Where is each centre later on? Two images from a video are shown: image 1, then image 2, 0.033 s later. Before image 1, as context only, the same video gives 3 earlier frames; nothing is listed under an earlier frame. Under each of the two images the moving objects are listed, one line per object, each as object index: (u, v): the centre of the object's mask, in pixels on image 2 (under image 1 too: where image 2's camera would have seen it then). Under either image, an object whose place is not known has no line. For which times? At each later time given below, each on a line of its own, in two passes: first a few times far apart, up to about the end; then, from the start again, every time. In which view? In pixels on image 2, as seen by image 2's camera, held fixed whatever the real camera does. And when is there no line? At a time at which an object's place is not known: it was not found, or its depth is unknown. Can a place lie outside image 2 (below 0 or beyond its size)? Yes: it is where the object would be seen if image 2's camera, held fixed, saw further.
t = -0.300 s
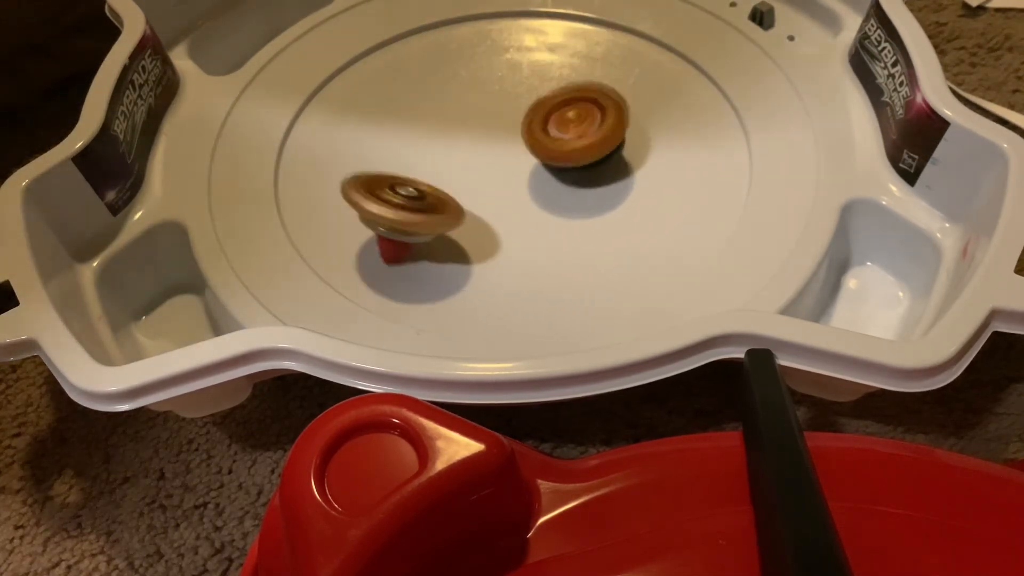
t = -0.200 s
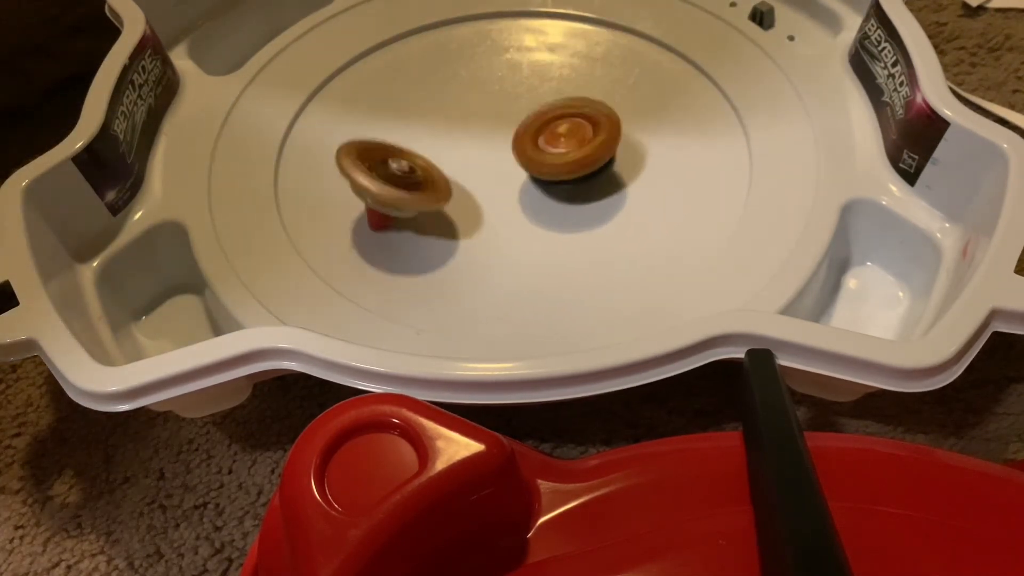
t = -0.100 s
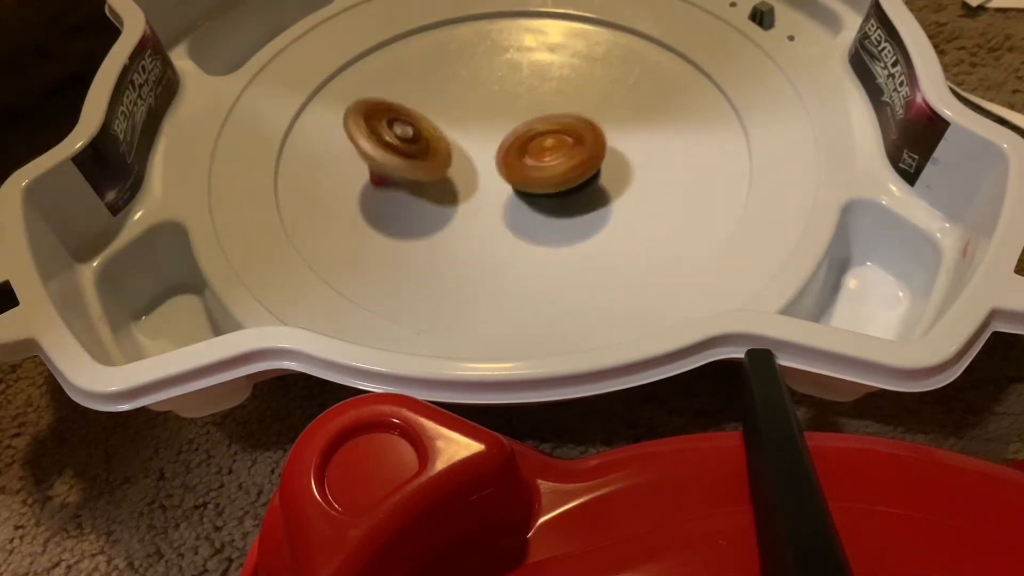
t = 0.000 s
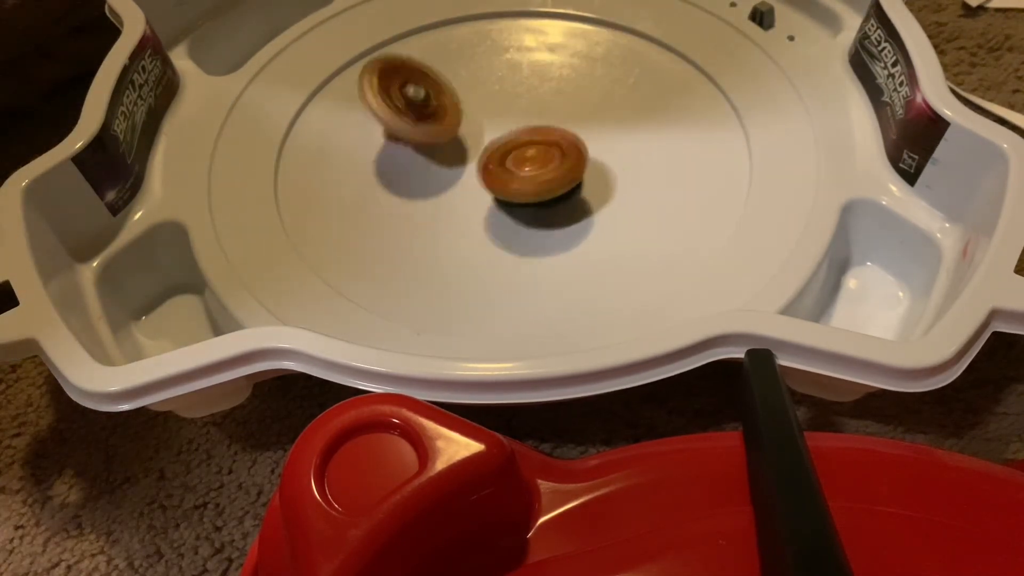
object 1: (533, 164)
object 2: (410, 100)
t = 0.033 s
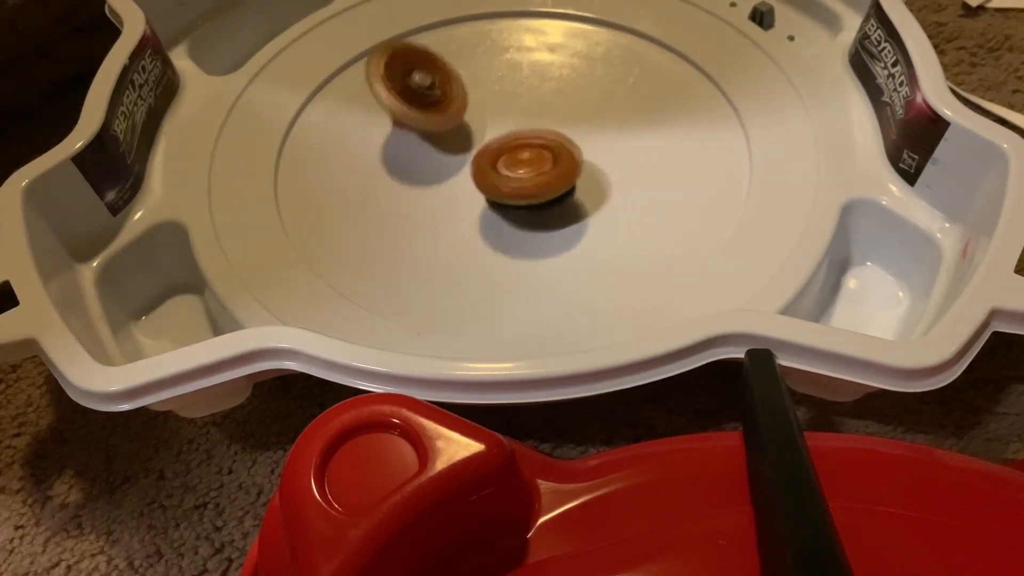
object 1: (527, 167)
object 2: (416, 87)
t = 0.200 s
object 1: (489, 174)
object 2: (459, 38)
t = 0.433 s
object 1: (449, 162)
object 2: (541, 28)
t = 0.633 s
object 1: (446, 140)
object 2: (613, 40)
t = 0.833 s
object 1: (469, 118)
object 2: (648, 95)
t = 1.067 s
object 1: (515, 102)
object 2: (608, 188)
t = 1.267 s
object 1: (556, 102)
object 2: (506, 234)
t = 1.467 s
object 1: (576, 116)
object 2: (410, 214)
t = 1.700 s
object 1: (566, 143)
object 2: (384, 134)
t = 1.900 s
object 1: (530, 163)
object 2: (423, 58)
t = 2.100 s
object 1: (485, 166)
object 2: (500, 29)
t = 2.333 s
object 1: (452, 150)
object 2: (603, 35)
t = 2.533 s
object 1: (452, 129)
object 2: (656, 86)
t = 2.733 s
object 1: (479, 111)
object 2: (630, 171)
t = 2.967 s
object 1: (527, 105)
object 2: (504, 229)
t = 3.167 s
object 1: (564, 114)
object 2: (394, 201)
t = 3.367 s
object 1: (576, 133)
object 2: (369, 130)
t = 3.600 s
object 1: (552, 155)
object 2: (433, 56)
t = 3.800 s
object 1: (511, 163)
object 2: (536, 37)
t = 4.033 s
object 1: (465, 151)
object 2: (646, 62)
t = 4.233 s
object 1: (451, 130)
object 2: (664, 134)
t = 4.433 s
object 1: (465, 114)
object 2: (583, 203)
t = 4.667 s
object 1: (509, 110)
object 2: (435, 203)
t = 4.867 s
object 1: (546, 118)
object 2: (374, 135)
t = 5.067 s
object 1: (566, 137)
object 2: (405, 68)
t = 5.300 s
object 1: (555, 159)
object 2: (515, 43)
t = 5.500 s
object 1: (521, 163)
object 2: (604, 71)
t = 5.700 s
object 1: (484, 152)
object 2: (630, 142)
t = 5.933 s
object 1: (464, 125)
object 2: (544, 213)
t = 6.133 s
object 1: (473, 107)
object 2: (433, 201)
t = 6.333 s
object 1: (503, 105)
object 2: (396, 135)
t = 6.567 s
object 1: (543, 120)
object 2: (458, 71)
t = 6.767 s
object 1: (555, 143)
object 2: (550, 63)
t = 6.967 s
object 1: (540, 167)
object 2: (624, 100)
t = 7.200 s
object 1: (495, 175)
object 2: (613, 171)
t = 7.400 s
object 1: (473, 144)
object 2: (535, 209)
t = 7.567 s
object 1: (453, 97)
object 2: (497, 182)
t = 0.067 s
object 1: (519, 170)
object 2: (423, 74)
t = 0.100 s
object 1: (513, 172)
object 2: (430, 62)
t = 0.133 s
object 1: (504, 173)
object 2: (439, 51)
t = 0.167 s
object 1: (496, 174)
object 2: (448, 44)
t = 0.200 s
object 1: (489, 174)
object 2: (459, 38)
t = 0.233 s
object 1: (482, 174)
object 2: (470, 34)
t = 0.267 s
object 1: (476, 173)
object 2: (481, 32)
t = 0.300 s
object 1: (469, 171)
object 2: (492, 30)
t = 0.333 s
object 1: (467, 171)
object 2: (498, 29)
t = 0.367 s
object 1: (458, 168)
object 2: (516, 28)
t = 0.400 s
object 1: (454, 165)
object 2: (529, 28)
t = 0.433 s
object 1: (449, 162)
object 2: (541, 28)
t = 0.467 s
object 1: (446, 159)
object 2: (554, 29)
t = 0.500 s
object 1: (445, 156)
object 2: (566, 30)
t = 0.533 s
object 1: (444, 152)
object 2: (579, 32)
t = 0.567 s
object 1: (444, 148)
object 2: (591, 34)
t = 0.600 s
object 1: (444, 144)
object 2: (602, 37)
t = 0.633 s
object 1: (446, 140)
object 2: (613, 40)
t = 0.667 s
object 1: (448, 137)
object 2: (623, 45)
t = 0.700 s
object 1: (452, 133)
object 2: (631, 51)
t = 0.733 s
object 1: (455, 128)
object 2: (638, 61)
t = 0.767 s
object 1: (458, 124)
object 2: (643, 72)
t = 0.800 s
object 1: (463, 121)
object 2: (647, 83)
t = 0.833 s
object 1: (469, 118)
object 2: (648, 95)
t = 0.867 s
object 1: (475, 114)
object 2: (648, 107)
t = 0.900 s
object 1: (481, 111)
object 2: (646, 120)
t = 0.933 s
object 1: (487, 109)
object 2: (643, 134)
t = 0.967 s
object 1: (495, 107)
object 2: (637, 148)
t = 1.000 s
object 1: (502, 105)
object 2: (630, 162)
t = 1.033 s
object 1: (509, 103)
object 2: (620, 176)
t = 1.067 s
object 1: (515, 102)
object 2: (608, 188)
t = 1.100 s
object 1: (523, 101)
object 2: (594, 200)
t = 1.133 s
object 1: (530, 100)
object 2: (578, 210)
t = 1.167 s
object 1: (537, 100)
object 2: (561, 218)
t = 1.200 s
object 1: (543, 100)
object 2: (544, 225)
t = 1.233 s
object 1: (550, 101)
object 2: (525, 230)
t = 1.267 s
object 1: (556, 102)
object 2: (506, 234)
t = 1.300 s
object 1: (560, 103)
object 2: (487, 235)
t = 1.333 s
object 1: (564, 106)
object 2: (469, 234)
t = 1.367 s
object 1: (569, 107)
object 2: (451, 231)
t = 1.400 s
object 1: (573, 110)
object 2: (435, 227)
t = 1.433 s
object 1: (575, 112)
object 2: (422, 221)
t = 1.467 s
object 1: (576, 116)
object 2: (410, 214)
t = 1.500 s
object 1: (578, 120)
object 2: (400, 206)
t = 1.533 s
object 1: (578, 123)
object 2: (393, 196)
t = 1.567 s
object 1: (577, 127)
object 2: (387, 186)
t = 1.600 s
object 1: (575, 131)
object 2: (384, 174)
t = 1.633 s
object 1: (573, 136)
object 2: (382, 162)
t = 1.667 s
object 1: (570, 140)
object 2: (382, 148)
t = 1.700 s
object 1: (566, 143)
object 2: (384, 134)
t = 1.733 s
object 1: (560, 148)
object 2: (387, 121)
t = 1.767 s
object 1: (555, 151)
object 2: (393, 108)
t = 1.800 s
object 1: (550, 155)
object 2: (399, 95)
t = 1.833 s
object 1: (544, 158)
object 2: (406, 82)
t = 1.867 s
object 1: (537, 161)
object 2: (414, 69)
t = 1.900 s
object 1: (530, 163)
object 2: (423, 58)
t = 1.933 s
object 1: (523, 165)
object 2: (433, 48)
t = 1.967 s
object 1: (515, 165)
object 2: (445, 41)
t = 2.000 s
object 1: (507, 167)
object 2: (459, 36)
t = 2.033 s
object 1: (499, 168)
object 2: (472, 33)
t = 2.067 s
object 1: (493, 167)
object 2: (486, 30)
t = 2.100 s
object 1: (485, 166)
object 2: (500, 29)
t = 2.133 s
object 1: (478, 166)
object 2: (515, 28)
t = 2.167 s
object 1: (472, 164)
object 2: (530, 27)
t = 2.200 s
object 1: (467, 162)
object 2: (545, 27)
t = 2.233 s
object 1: (461, 159)
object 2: (560, 28)
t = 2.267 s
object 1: (457, 157)
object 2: (575, 29)
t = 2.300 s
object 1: (454, 154)
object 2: (589, 32)
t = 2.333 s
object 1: (452, 150)
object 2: (603, 35)
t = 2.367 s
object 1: (449, 147)
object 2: (616, 39)
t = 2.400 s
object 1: (448, 144)
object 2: (627, 44)
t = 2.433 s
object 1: (449, 140)
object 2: (636, 50)
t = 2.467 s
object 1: (449, 136)
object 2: (644, 62)
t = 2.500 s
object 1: (450, 132)
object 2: (651, 74)
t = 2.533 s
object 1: (452, 129)
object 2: (656, 86)
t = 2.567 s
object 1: (456, 125)
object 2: (658, 100)
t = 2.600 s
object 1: (459, 121)
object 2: (658, 115)
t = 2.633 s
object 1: (463, 119)
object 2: (654, 129)
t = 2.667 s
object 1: (468, 116)
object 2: (649, 143)
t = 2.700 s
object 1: (474, 113)
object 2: (641, 157)
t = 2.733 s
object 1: (479, 111)
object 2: (630, 171)
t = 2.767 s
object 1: (486, 110)
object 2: (617, 184)
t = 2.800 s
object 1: (493, 108)
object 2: (602, 196)
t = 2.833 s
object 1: (500, 107)
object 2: (586, 206)
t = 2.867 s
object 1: (506, 106)
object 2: (567, 214)
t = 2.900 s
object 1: (514, 106)
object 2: (547, 221)
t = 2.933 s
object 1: (521, 105)
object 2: (526, 225)
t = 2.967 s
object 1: (527, 105)
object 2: (504, 229)
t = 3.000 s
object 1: (534, 106)
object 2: (482, 230)
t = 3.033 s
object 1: (541, 106)
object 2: (461, 228)
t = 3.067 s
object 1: (547, 107)
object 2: (441, 224)
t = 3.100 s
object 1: (552, 109)
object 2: (423, 219)
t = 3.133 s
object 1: (558, 112)
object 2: (407, 211)
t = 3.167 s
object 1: (564, 114)
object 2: (394, 201)
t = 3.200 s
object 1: (567, 116)
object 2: (383, 191)
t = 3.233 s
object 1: (570, 120)
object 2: (375, 180)
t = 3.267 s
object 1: (573, 123)
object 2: (370, 168)
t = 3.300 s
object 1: (576, 126)
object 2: (367, 155)
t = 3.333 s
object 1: (576, 129)
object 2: (367, 143)
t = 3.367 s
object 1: (576, 133)
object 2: (369, 130)
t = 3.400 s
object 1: (576, 136)
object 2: (373, 118)
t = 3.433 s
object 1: (573, 139)
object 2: (378, 105)
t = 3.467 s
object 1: (570, 143)
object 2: (386, 94)
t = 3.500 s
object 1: (567, 146)
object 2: (395, 82)
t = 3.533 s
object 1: (563, 149)
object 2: (407, 72)
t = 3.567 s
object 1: (557, 152)
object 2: (418, 63)
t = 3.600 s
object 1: (552, 155)
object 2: (433, 56)
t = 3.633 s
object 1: (547, 157)
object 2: (449, 49)
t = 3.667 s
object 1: (539, 159)
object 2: (465, 45)
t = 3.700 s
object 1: (533, 161)
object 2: (482, 41)
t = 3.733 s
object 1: (526, 162)
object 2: (499, 39)
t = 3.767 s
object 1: (518, 162)
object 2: (517, 38)
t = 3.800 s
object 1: (511, 163)
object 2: (536, 37)
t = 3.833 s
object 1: (503, 163)
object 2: (554, 37)
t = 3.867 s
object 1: (496, 161)
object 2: (571, 39)
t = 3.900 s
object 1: (489, 160)
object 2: (588, 41)
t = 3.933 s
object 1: (482, 159)
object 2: (607, 44)
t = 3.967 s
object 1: (477, 156)
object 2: (621, 47)
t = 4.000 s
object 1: (470, 153)
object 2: (634, 53)
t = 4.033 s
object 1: (465, 151)
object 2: (646, 62)
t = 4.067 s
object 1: (462, 148)
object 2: (654, 71)
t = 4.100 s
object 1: (457, 144)
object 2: (661, 83)
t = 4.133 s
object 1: (454, 141)
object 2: (666, 95)
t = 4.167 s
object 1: (453, 138)
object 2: (668, 108)
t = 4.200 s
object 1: (452, 134)
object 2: (668, 121)
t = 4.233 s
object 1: (451, 130)
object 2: (664, 134)
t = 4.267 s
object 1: (452, 128)
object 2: (658, 147)
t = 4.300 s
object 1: (453, 124)
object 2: (648, 160)
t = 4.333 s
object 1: (454, 121)
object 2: (636, 172)
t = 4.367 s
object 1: (457, 119)
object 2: (620, 184)
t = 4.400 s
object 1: (462, 116)
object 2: (603, 194)
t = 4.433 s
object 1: (465, 114)
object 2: (583, 203)
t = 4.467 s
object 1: (470, 113)
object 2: (562, 209)
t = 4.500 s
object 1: (477, 111)
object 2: (540, 215)
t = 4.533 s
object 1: (482, 110)
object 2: (518, 215)
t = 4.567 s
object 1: (489, 110)
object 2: (496, 217)
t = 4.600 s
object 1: (496, 109)
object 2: (474, 214)
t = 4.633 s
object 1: (502, 109)
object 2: (453, 210)
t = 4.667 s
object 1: (509, 110)
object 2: (435, 203)
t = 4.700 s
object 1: (516, 111)
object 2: (418, 194)
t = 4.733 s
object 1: (523, 111)
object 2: (404, 185)
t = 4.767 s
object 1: (529, 113)
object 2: (393, 173)
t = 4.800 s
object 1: (535, 114)
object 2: (384, 162)
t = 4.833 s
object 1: (542, 115)
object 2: (378, 149)
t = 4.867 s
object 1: (546, 118)
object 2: (374, 135)
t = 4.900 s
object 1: (551, 121)
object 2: (374, 123)
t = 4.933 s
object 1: (556, 123)
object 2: (376, 110)
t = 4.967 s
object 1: (559, 127)
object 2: (380, 97)
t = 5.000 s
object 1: (562, 131)
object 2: (386, 87)
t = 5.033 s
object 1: (565, 134)
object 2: (395, 77)
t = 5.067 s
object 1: (566, 137)
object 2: (405, 68)
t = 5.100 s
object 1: (567, 141)
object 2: (418, 60)
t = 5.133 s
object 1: (568, 144)
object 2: (432, 52)
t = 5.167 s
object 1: (565, 148)
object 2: (447, 48)
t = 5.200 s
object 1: (564, 151)
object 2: (463, 46)
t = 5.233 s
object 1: (563, 154)
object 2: (480, 44)
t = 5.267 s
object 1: (559, 156)
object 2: (497, 43)
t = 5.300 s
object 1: (555, 159)
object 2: (515, 43)
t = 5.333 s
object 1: (552, 161)
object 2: (531, 44)
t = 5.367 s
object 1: (546, 162)
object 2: (548, 47)
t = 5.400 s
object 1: (541, 163)
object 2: (565, 50)
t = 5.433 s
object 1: (535, 164)
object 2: (579, 55)
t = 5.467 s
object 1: (527, 164)
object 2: (593, 63)
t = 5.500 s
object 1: (521, 163)
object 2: (604, 71)
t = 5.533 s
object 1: (516, 162)
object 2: (614, 81)
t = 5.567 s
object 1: (508, 161)
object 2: (622, 92)
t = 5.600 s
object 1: (501, 160)
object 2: (628, 103)
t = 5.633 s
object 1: (496, 157)
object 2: (632, 115)
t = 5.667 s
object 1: (489, 155)
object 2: (632, 128)
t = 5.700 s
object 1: (484, 152)
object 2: (630, 142)
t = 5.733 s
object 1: (480, 148)
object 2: (626, 154)
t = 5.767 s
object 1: (475, 145)
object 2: (618, 167)
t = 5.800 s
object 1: (471, 141)
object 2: (608, 179)
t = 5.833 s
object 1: (469, 137)
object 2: (595, 190)
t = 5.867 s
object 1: (466, 133)
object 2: (580, 199)
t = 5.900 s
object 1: (464, 130)
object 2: (563, 207)
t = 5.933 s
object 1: (464, 125)
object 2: (544, 213)
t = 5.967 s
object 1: (463, 122)
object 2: (525, 216)
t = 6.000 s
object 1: (464, 119)
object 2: (505, 218)
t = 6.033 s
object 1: (465, 115)
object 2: (485, 217)
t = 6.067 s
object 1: (466, 113)
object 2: (466, 214)
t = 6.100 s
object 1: (470, 110)
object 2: (448, 208)
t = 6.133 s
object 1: (473, 107)
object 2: (433, 201)
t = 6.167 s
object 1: (476, 107)
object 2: (420, 191)
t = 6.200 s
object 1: (481, 106)
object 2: (409, 181)
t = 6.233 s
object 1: (486, 105)
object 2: (402, 170)
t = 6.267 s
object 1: (492, 105)
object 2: (397, 158)
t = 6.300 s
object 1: (498, 105)
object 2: (396, 147)
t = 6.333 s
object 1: (503, 105)
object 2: (396, 135)
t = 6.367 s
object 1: (509, 107)
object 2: (400, 123)
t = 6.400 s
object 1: (516, 108)
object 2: (405, 112)
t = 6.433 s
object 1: (521, 109)
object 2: (412, 102)
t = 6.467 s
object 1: (527, 112)
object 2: (421, 92)
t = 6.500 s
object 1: (534, 114)
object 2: (433, 85)
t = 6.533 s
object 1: (539, 116)
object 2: (446, 78)
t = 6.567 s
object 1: (543, 120)
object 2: (458, 71)
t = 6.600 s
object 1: (546, 122)
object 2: (473, 66)
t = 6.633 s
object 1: (549, 127)
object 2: (487, 62)
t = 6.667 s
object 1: (552, 131)
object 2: (503, 61)
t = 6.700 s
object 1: (554, 134)
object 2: (519, 60)
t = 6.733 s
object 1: (554, 139)
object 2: (536, 62)
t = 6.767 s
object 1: (555, 143)
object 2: (550, 63)
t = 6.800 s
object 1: (557, 146)
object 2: (565, 67)
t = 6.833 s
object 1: (556, 151)
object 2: (579, 73)
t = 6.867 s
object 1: (555, 154)
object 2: (591, 78)
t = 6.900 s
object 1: (552, 157)
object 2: (602, 86)
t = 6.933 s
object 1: (546, 163)
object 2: (610, 96)
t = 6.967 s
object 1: (540, 167)
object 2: (624, 100)
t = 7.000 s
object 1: (530, 171)
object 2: (633, 107)
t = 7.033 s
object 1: (526, 173)
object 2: (637, 116)
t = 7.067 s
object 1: (521, 174)
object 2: (638, 127)
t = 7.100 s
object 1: (514, 175)
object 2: (636, 139)
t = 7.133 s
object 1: (509, 176)
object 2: (631, 150)
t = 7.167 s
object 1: (501, 175)
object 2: (624, 161)
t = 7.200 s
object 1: (495, 175)
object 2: (613, 171)
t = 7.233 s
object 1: (490, 173)
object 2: (600, 182)
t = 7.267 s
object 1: (482, 169)
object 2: (589, 191)
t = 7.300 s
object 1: (478, 164)
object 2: (574, 197)
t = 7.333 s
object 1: (474, 159)
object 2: (559, 203)
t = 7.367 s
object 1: (473, 153)
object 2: (547, 207)
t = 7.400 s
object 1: (473, 144)
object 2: (535, 209)
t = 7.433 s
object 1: (470, 134)
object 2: (523, 208)
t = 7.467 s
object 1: (467, 124)
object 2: (512, 203)
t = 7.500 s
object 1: (462, 114)
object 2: (503, 195)
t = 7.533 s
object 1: (459, 105)
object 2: (498, 189)
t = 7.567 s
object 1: (453, 97)
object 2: (497, 182)
